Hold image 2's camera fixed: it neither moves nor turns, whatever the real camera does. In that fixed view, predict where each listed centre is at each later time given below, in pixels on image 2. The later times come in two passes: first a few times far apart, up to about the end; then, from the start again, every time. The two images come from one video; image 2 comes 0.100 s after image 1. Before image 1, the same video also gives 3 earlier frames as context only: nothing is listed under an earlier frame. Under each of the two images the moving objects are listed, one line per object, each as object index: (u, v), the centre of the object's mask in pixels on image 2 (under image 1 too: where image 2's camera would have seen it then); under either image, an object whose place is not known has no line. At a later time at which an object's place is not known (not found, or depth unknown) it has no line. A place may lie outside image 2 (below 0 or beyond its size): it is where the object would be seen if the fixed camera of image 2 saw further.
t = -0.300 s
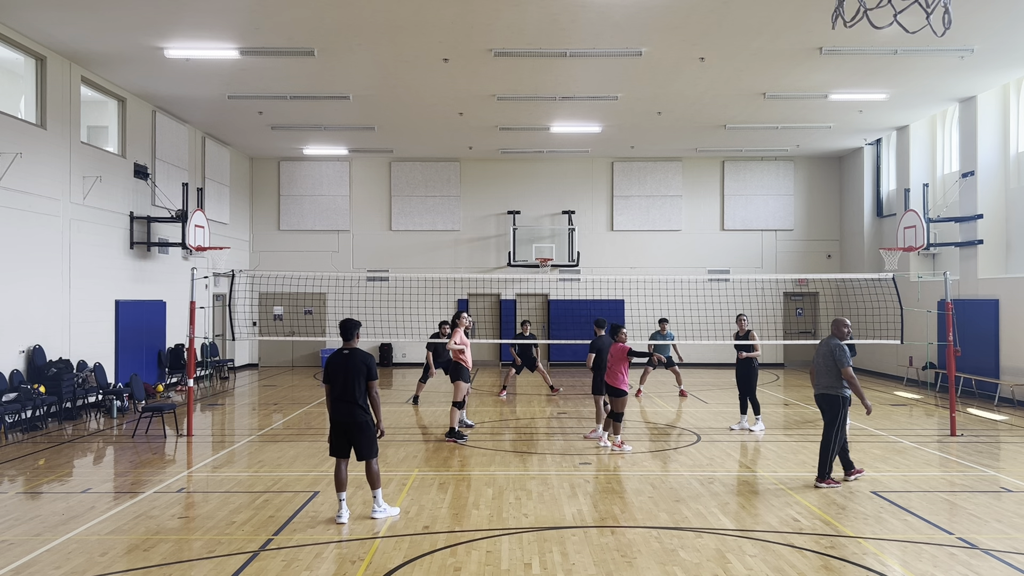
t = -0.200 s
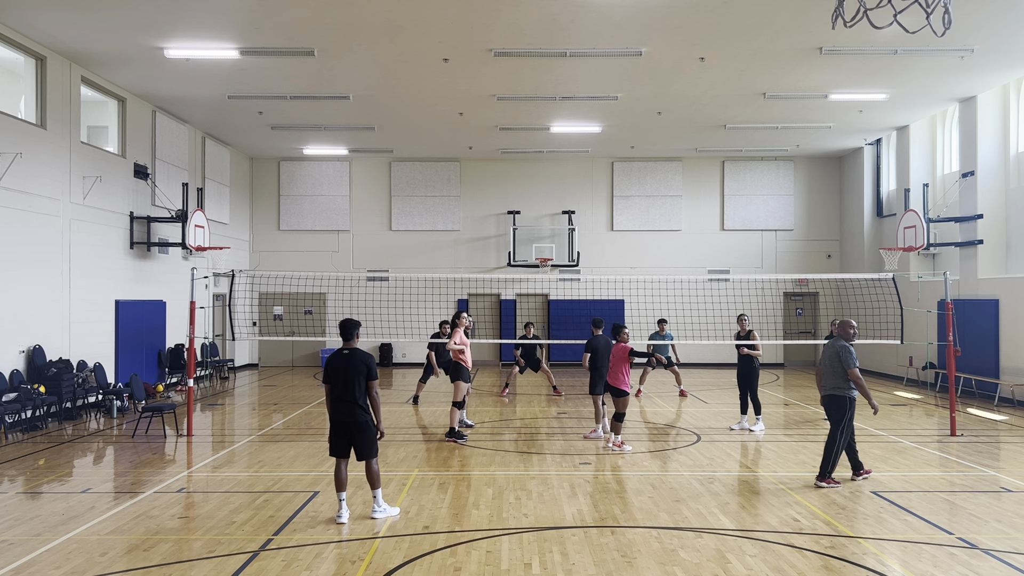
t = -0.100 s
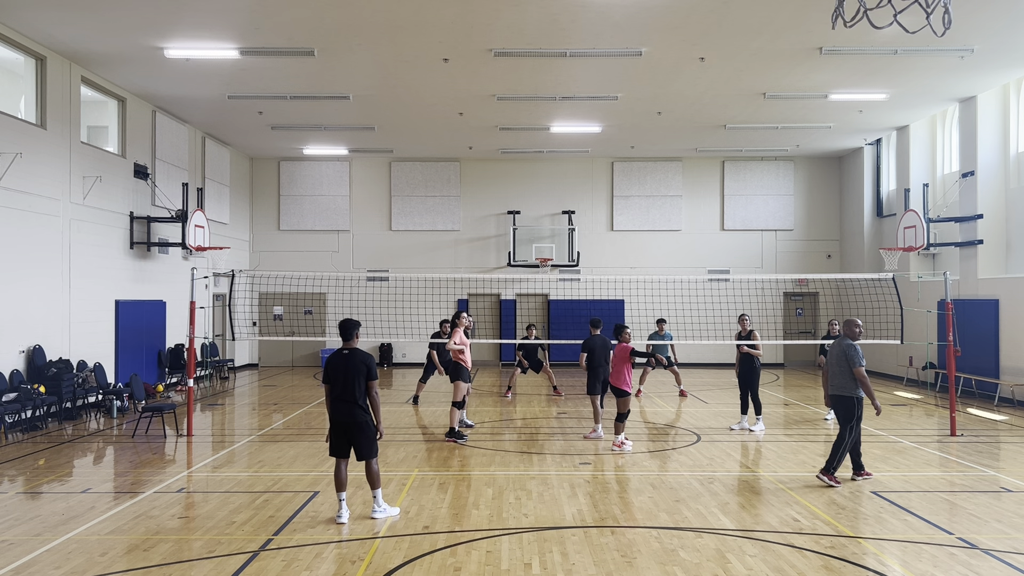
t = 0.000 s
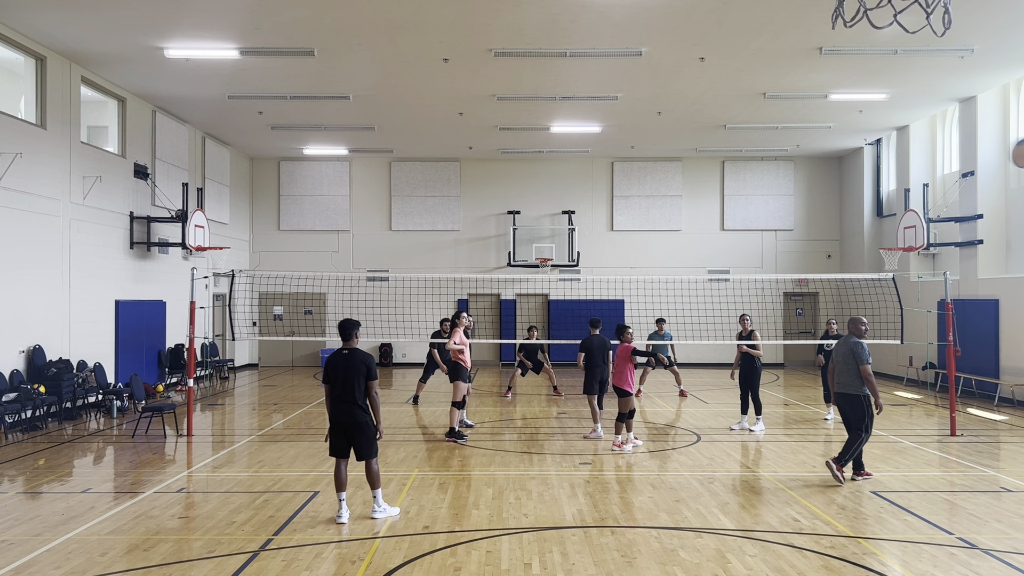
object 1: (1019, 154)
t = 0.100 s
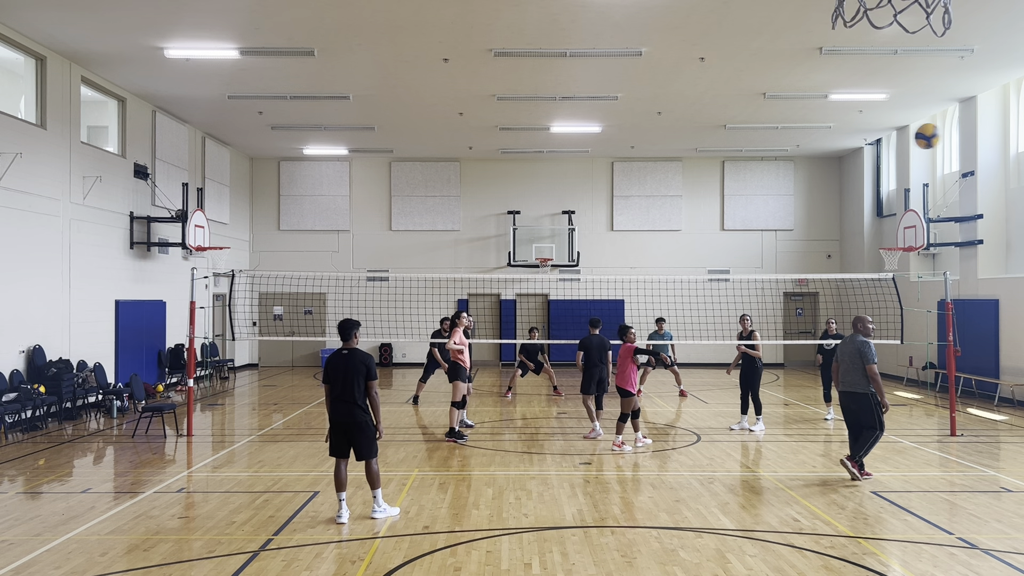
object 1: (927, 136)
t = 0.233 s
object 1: (842, 138)
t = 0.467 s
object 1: (752, 172)
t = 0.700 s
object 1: (697, 228)
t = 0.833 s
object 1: (675, 265)
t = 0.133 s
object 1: (902, 135)
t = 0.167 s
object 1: (880, 135)
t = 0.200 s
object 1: (859, 136)
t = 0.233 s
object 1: (842, 138)
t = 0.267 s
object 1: (825, 141)
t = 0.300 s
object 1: (811, 145)
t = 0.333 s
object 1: (797, 150)
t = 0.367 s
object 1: (784, 155)
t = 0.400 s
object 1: (773, 160)
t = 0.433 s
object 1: (762, 166)
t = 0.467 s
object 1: (752, 172)
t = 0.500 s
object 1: (742, 179)
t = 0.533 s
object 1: (733, 187)
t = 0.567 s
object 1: (725, 194)
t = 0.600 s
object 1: (718, 202)
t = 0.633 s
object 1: (710, 210)
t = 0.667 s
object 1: (703, 219)
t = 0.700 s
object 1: (697, 228)
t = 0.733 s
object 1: (691, 237)
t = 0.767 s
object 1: (686, 246)
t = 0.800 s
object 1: (680, 256)
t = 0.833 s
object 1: (675, 265)
